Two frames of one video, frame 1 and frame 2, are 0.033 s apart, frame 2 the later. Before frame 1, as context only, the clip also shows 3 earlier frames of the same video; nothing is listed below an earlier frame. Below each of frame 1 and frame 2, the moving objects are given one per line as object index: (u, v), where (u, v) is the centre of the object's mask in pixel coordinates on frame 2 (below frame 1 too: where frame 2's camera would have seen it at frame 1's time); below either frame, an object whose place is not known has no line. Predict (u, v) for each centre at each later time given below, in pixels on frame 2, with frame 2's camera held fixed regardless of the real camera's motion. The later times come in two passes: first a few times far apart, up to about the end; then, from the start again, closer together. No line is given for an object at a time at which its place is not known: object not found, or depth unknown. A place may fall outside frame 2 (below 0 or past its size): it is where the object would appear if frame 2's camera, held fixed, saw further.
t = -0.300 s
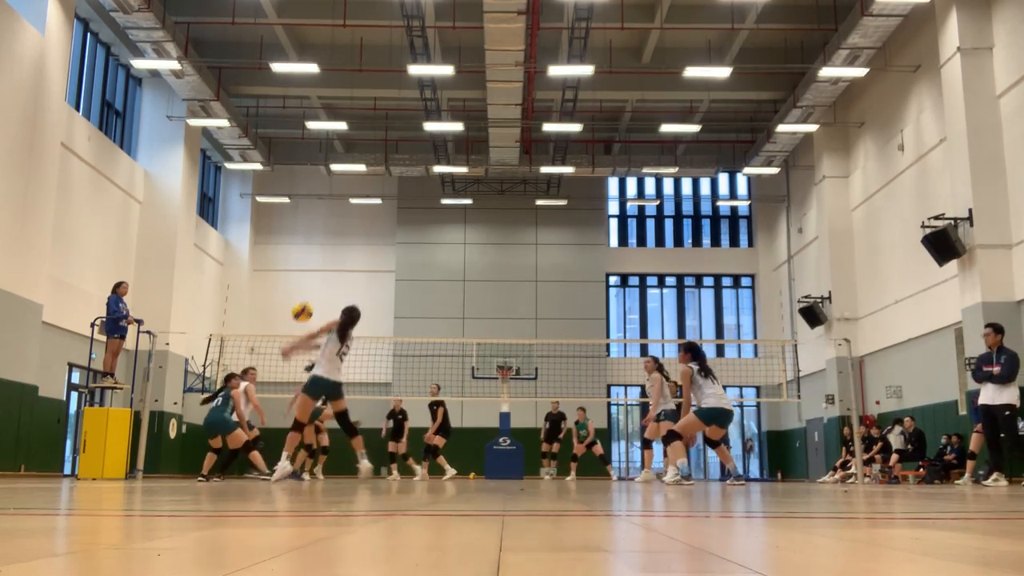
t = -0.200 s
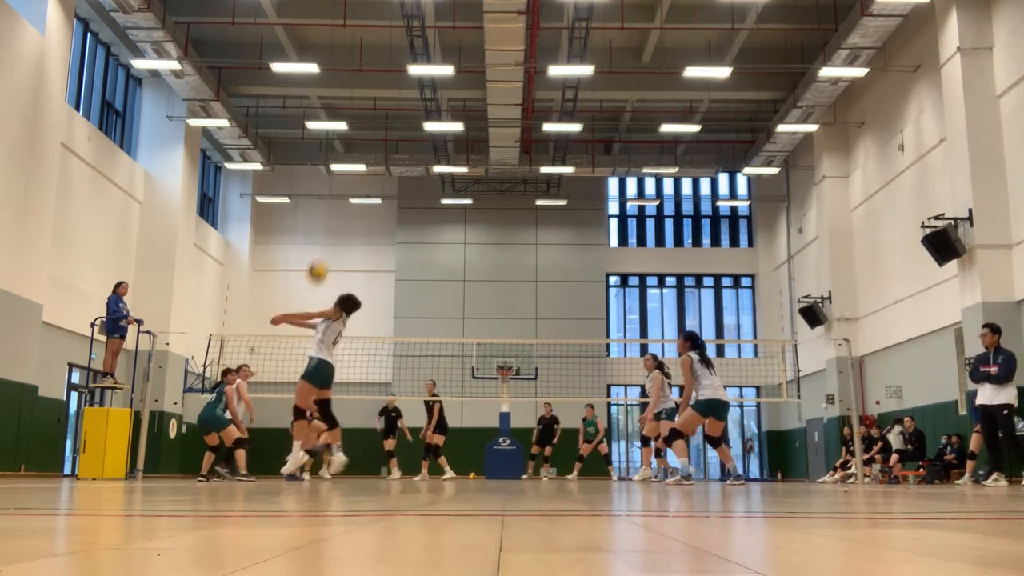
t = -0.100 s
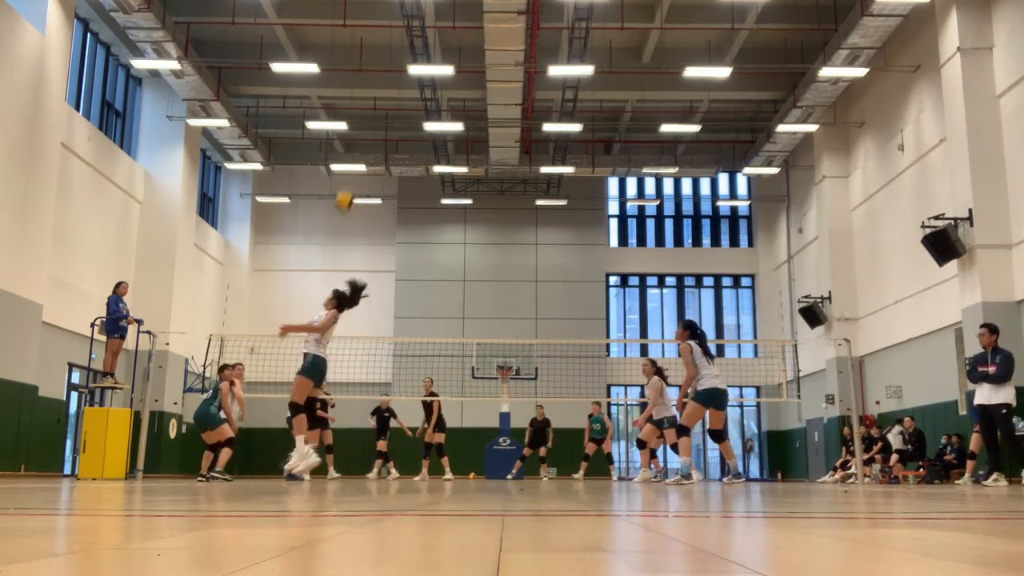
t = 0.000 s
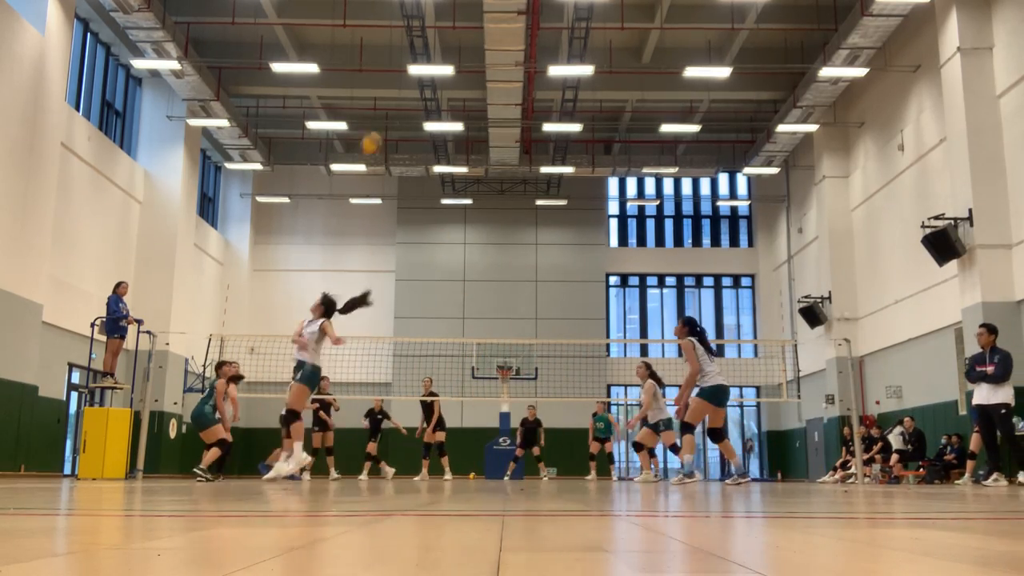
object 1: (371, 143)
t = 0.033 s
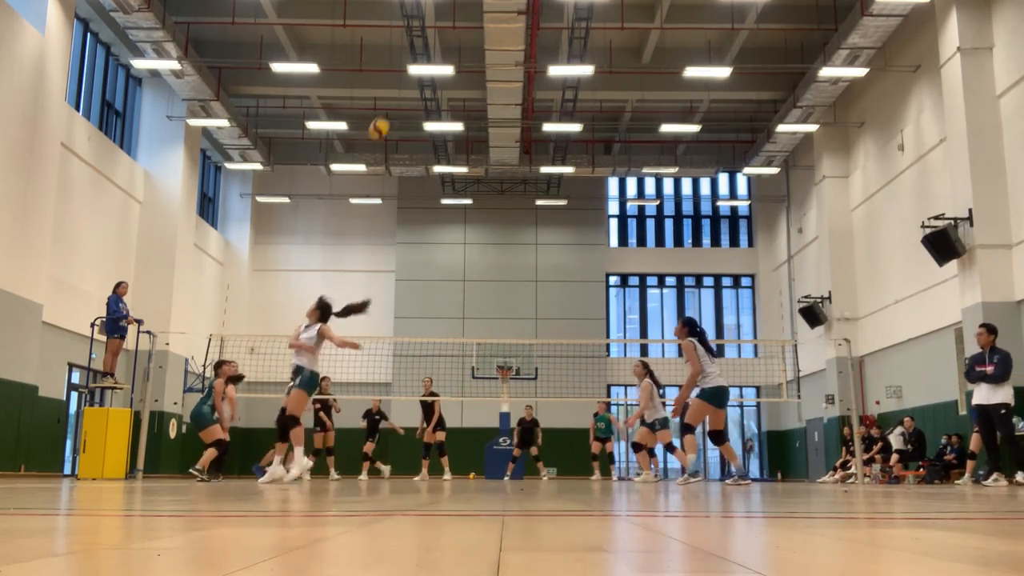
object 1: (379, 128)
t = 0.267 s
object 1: (428, 54)
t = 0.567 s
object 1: (482, 29)
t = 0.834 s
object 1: (523, 59)
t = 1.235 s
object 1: (575, 181)
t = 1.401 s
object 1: (595, 255)
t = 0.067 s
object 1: (386, 114)
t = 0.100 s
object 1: (394, 102)
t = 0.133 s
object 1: (401, 89)
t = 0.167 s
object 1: (407, 80)
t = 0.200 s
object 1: (414, 70)
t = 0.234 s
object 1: (423, 60)
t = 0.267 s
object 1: (428, 54)
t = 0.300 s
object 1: (435, 48)
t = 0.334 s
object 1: (442, 42)
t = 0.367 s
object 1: (447, 38)
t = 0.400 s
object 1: (454, 34)
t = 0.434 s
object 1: (459, 31)
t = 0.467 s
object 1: (465, 29)
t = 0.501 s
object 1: (471, 28)
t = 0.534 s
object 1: (476, 28)
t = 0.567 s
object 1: (482, 29)
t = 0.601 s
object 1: (487, 30)
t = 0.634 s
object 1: (492, 32)
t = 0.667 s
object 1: (498, 34)
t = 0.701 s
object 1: (503, 38)
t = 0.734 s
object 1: (508, 42)
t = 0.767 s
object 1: (514, 47)
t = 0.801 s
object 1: (519, 55)
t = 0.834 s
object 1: (523, 59)
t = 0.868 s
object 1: (528, 66)
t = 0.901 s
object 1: (532, 73)
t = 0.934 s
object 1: (536, 81)
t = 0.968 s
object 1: (541, 90)
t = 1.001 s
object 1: (545, 99)
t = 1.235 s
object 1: (575, 181)
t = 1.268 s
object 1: (578, 195)
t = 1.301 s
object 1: (583, 209)
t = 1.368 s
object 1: (591, 239)
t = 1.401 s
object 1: (595, 255)
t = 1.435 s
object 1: (599, 273)
